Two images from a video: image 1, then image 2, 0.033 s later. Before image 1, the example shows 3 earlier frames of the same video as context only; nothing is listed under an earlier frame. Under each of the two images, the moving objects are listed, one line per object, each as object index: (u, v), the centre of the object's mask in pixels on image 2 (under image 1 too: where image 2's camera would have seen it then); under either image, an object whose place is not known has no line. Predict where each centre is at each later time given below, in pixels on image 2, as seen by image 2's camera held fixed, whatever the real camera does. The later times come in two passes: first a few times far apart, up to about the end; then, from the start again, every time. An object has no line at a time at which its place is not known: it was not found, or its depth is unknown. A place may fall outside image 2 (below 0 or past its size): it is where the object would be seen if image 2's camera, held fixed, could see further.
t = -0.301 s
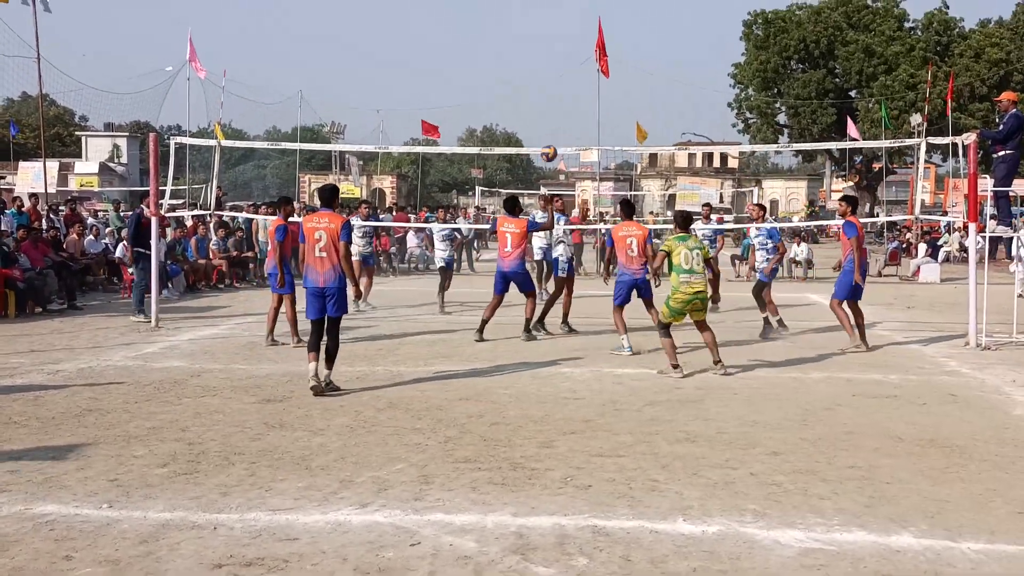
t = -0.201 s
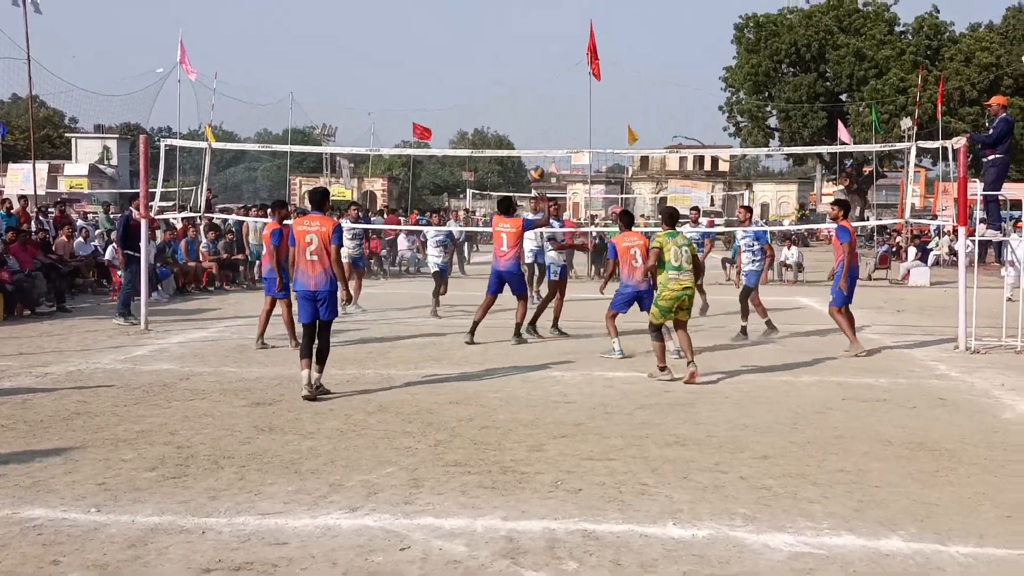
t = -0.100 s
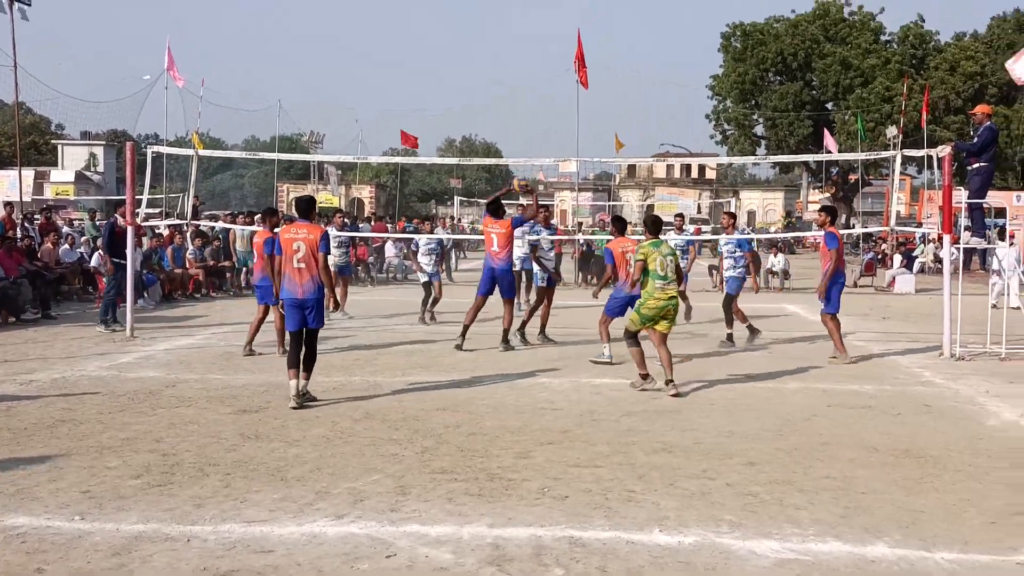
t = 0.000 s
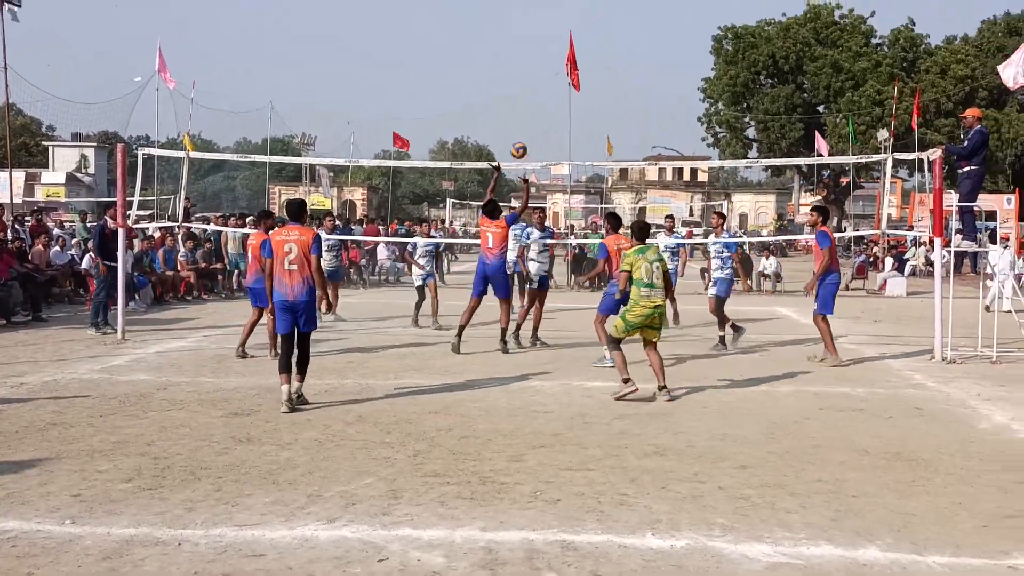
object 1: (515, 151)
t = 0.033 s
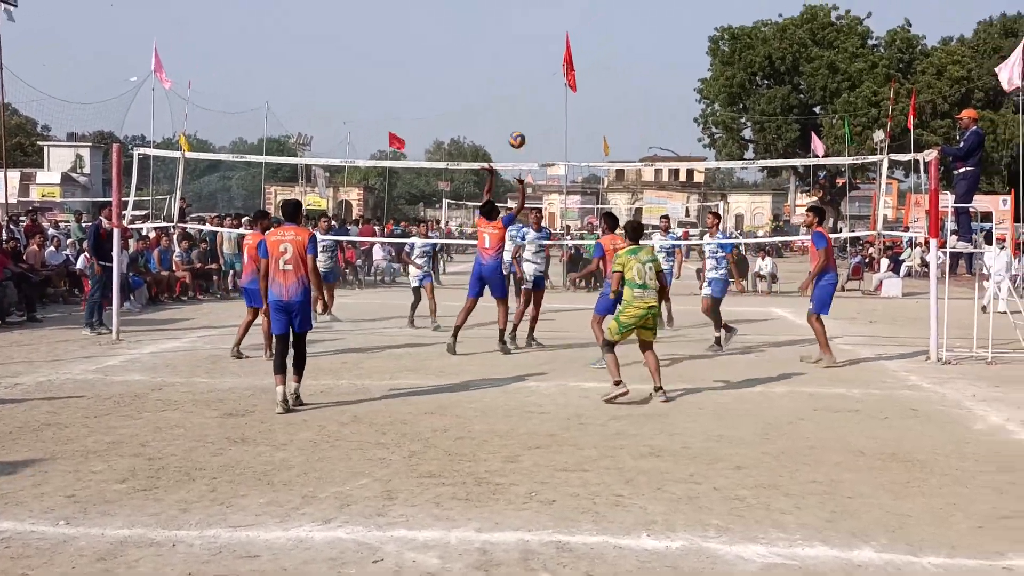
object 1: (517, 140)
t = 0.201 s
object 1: (527, 97)
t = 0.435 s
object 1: (542, 75)
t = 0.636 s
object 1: (557, 91)
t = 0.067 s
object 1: (519, 129)
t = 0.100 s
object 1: (521, 120)
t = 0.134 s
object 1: (523, 112)
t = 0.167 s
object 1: (525, 104)
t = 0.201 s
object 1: (527, 97)
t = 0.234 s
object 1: (529, 91)
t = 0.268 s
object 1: (531, 86)
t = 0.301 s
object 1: (533, 83)
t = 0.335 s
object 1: (535, 79)
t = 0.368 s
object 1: (537, 77)
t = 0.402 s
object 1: (539, 76)
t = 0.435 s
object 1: (542, 75)
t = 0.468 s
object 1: (544, 75)
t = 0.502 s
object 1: (546, 77)
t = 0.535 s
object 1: (549, 79)
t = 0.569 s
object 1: (551, 82)
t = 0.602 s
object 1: (554, 86)
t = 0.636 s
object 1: (557, 91)
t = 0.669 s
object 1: (559, 97)
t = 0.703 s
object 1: (562, 104)
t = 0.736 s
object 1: (564, 112)
